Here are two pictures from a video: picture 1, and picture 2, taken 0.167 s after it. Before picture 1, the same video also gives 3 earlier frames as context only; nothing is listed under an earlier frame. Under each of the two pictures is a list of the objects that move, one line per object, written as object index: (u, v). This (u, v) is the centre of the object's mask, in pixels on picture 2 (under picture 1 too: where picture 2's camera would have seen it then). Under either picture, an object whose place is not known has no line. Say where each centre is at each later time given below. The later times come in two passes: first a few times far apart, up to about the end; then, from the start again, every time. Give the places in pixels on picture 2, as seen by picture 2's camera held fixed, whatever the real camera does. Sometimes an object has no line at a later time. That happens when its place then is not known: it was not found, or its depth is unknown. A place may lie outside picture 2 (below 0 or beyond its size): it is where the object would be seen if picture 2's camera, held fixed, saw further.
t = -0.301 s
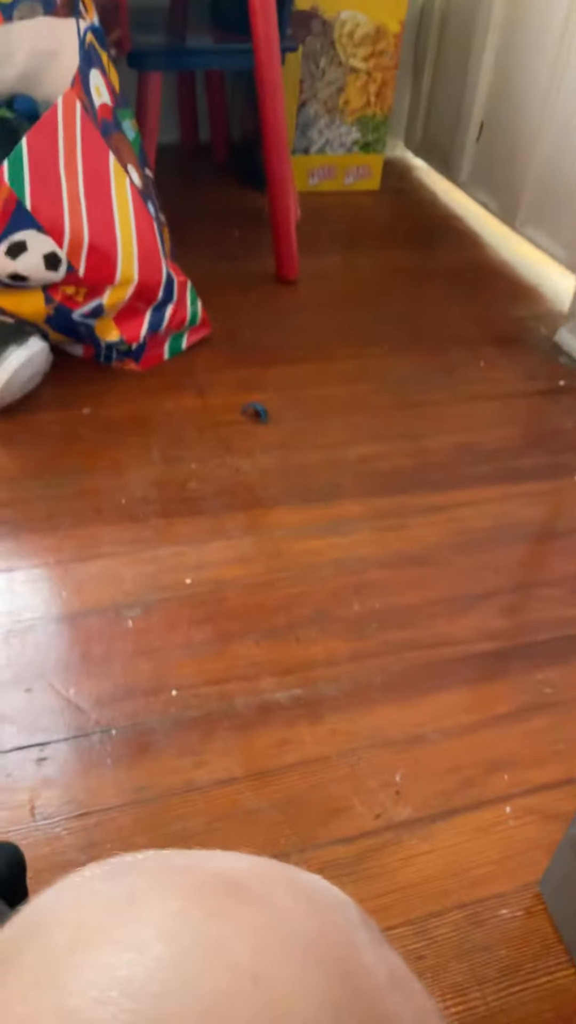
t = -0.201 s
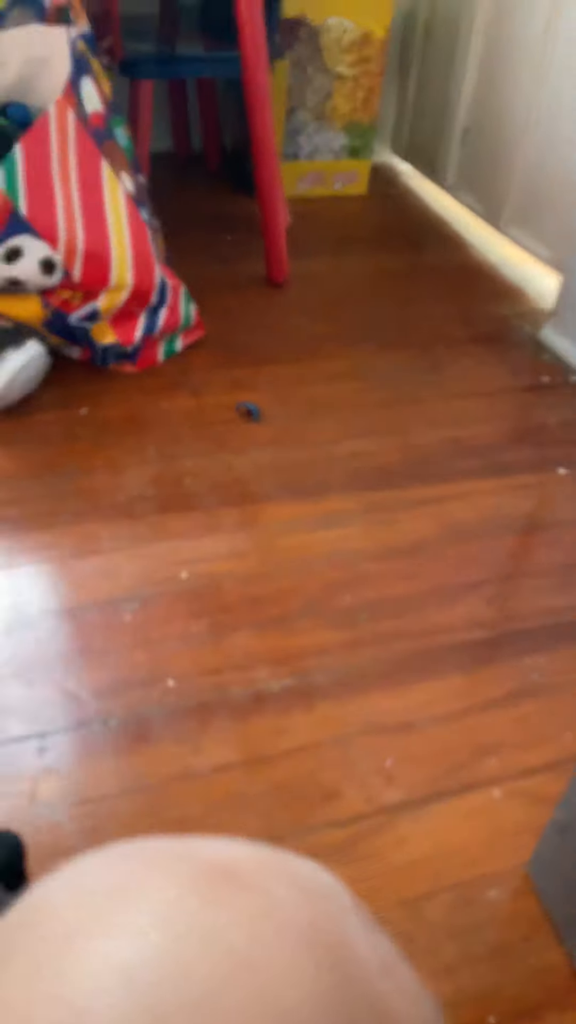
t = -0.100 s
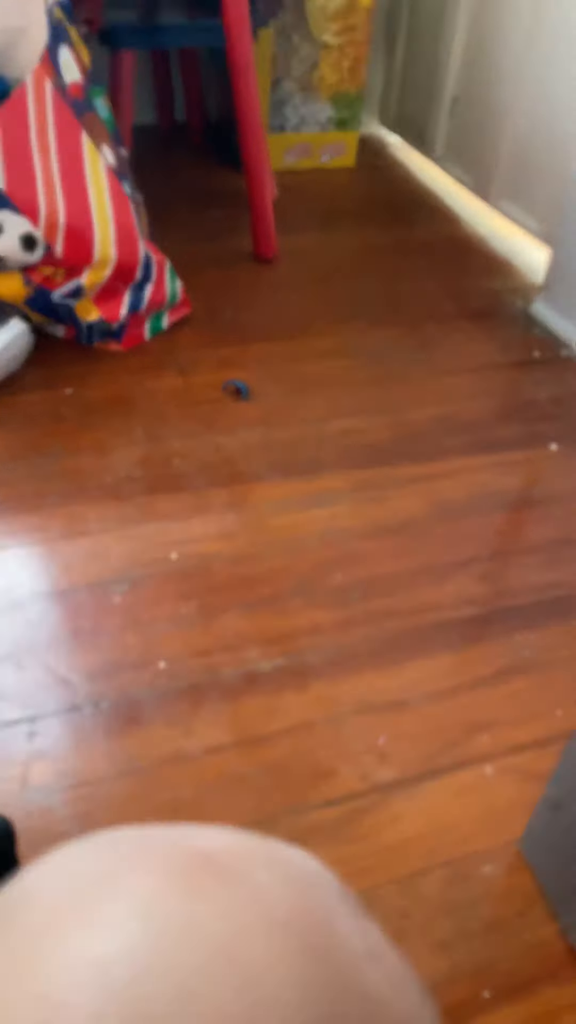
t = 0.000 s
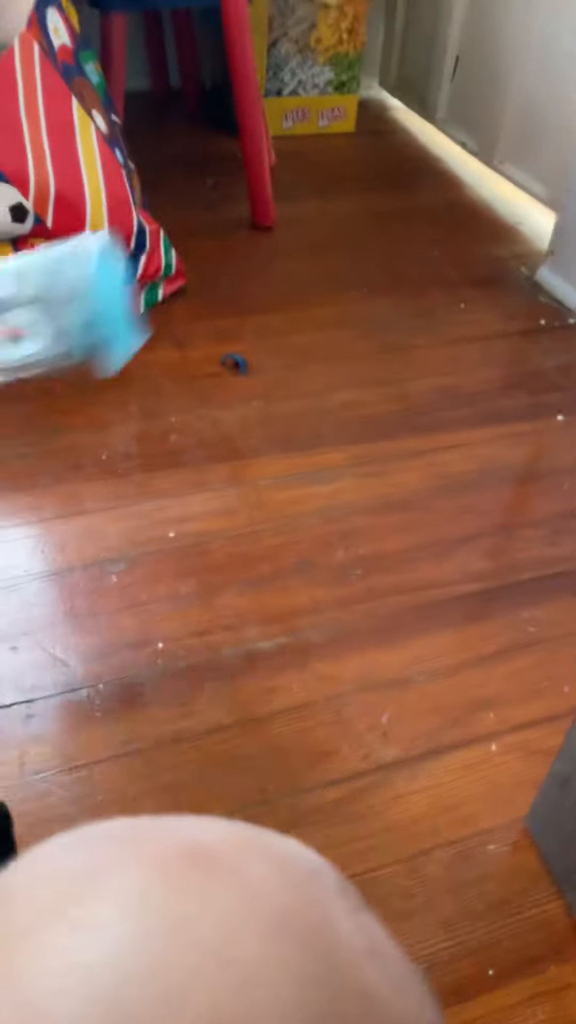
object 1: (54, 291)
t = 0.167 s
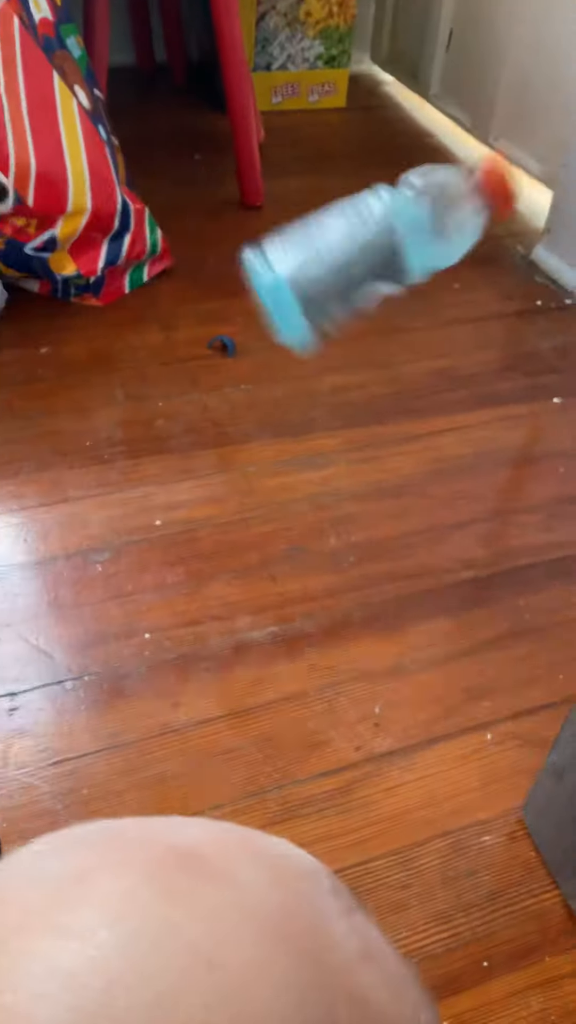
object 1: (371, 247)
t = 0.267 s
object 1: (470, 355)
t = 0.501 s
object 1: (568, 324)
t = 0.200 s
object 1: (412, 271)
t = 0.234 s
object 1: (444, 309)
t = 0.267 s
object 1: (470, 355)
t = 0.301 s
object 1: (494, 350)
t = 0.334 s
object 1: (518, 340)
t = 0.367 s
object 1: (538, 336)
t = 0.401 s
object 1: (546, 327)
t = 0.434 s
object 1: (549, 329)
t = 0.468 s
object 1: (555, 336)
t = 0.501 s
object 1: (568, 324)
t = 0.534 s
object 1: (579, 315)
